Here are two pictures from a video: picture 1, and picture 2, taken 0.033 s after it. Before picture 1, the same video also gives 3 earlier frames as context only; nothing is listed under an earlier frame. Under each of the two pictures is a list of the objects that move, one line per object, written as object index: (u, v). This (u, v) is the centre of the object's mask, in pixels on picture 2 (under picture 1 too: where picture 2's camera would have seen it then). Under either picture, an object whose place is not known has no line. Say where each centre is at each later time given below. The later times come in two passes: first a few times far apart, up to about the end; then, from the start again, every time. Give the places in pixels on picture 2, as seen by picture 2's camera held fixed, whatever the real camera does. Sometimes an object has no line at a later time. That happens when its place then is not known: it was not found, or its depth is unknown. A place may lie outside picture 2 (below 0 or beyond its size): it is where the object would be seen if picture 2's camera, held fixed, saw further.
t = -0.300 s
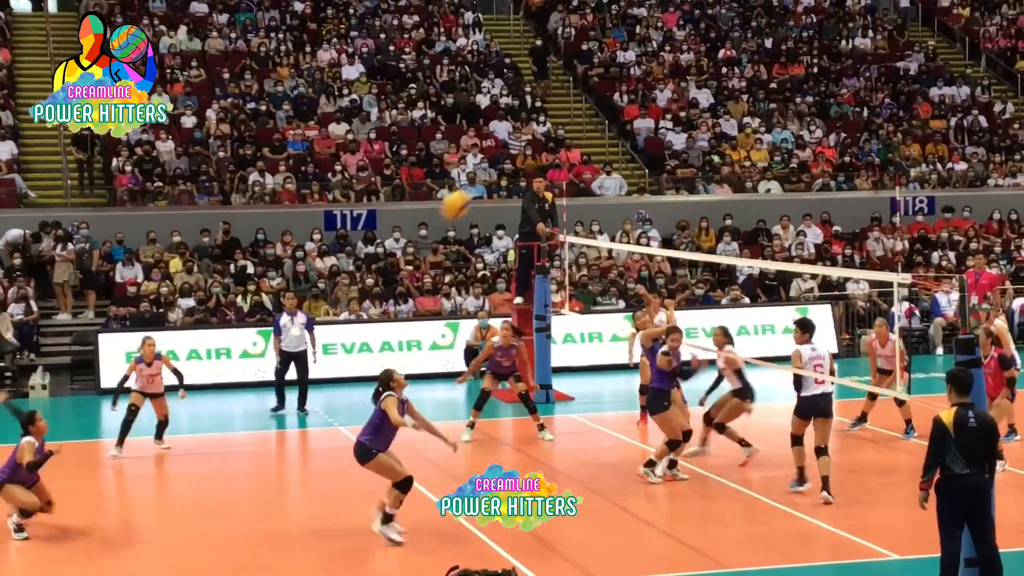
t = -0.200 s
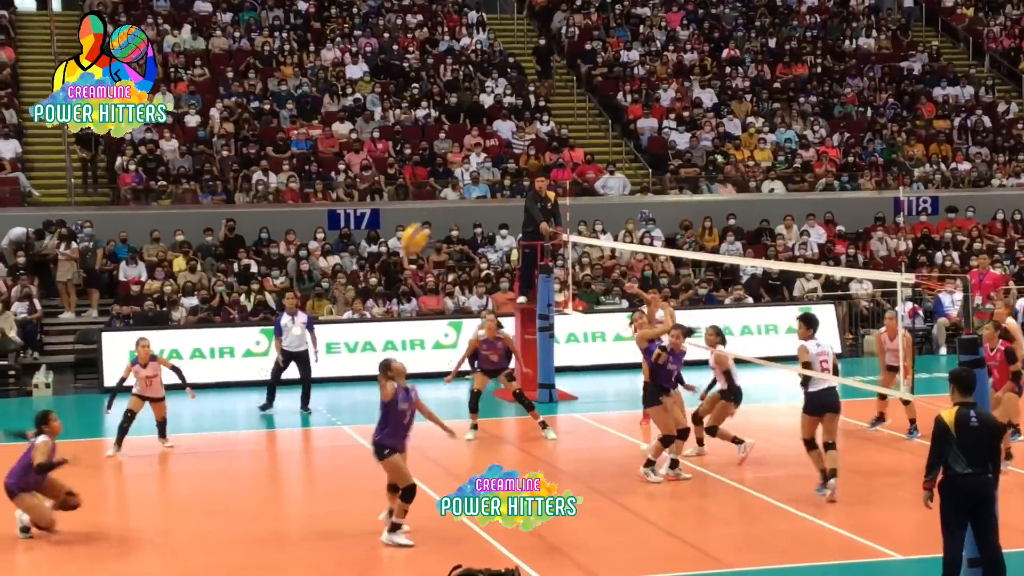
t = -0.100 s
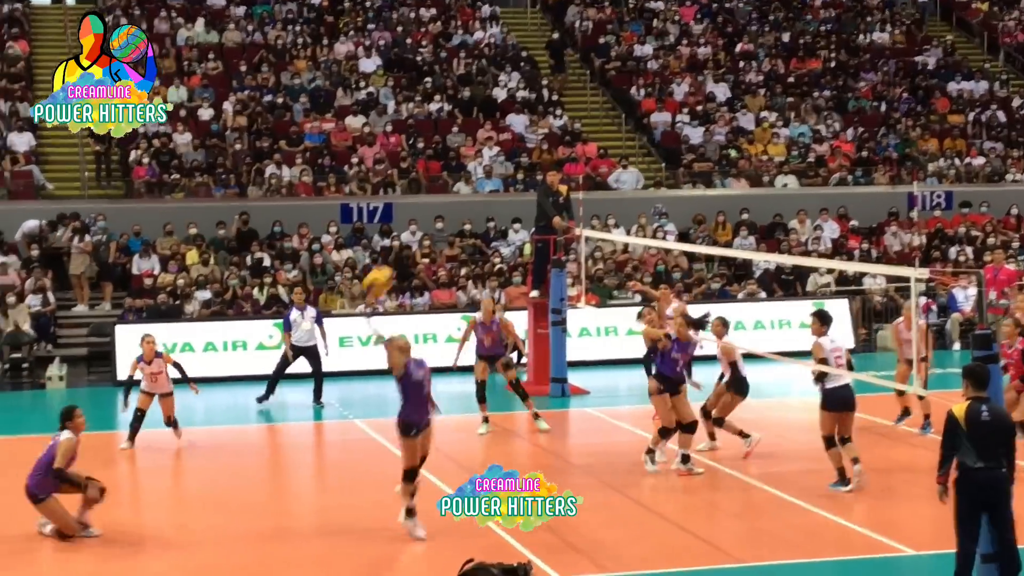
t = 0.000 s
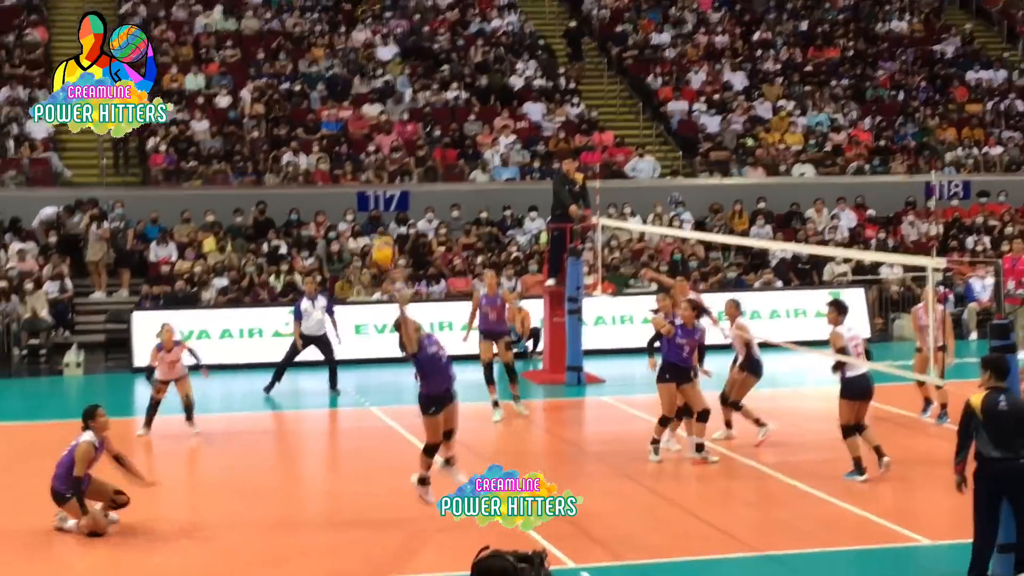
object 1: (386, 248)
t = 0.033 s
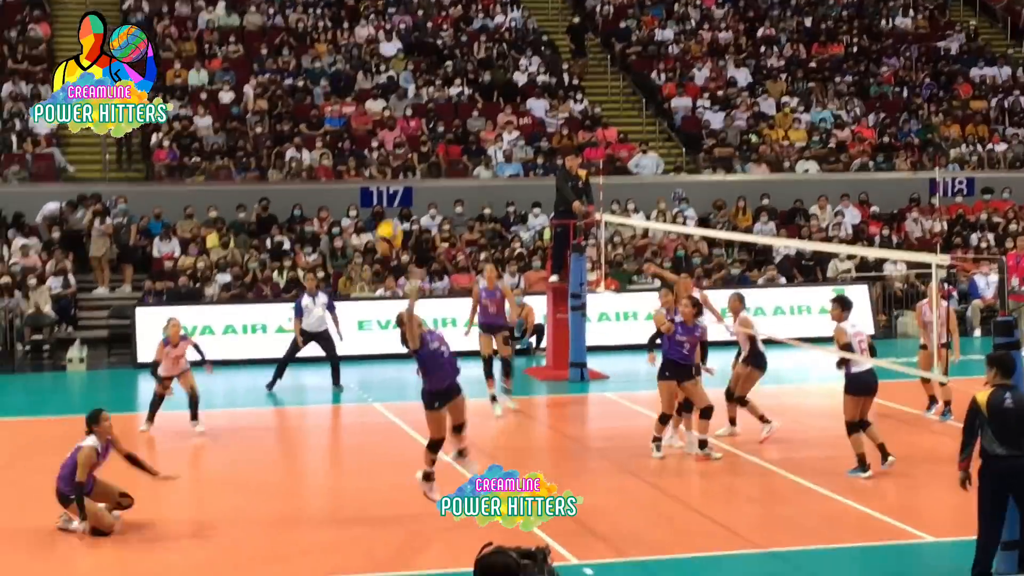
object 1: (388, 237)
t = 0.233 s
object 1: (405, 183)
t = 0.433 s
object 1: (422, 180)
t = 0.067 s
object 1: (392, 225)
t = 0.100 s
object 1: (394, 215)
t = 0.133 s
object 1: (396, 203)
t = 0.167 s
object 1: (400, 194)
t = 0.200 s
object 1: (402, 189)
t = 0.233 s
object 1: (405, 183)
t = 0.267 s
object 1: (408, 178)
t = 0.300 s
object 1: (410, 176)
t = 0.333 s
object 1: (413, 175)
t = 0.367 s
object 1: (416, 175)
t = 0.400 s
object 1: (419, 176)
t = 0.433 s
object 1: (422, 180)
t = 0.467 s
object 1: (424, 184)
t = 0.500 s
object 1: (428, 191)
